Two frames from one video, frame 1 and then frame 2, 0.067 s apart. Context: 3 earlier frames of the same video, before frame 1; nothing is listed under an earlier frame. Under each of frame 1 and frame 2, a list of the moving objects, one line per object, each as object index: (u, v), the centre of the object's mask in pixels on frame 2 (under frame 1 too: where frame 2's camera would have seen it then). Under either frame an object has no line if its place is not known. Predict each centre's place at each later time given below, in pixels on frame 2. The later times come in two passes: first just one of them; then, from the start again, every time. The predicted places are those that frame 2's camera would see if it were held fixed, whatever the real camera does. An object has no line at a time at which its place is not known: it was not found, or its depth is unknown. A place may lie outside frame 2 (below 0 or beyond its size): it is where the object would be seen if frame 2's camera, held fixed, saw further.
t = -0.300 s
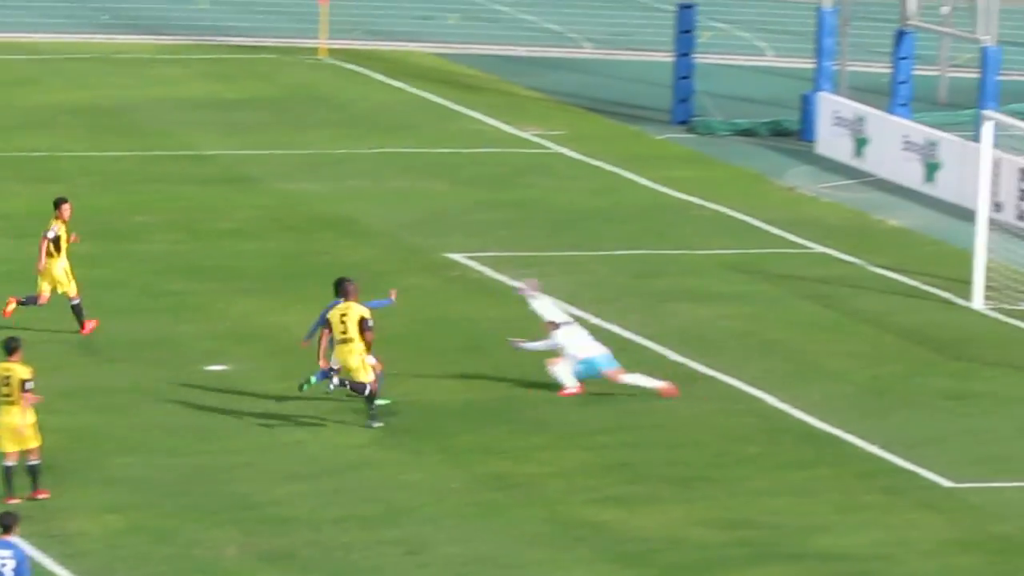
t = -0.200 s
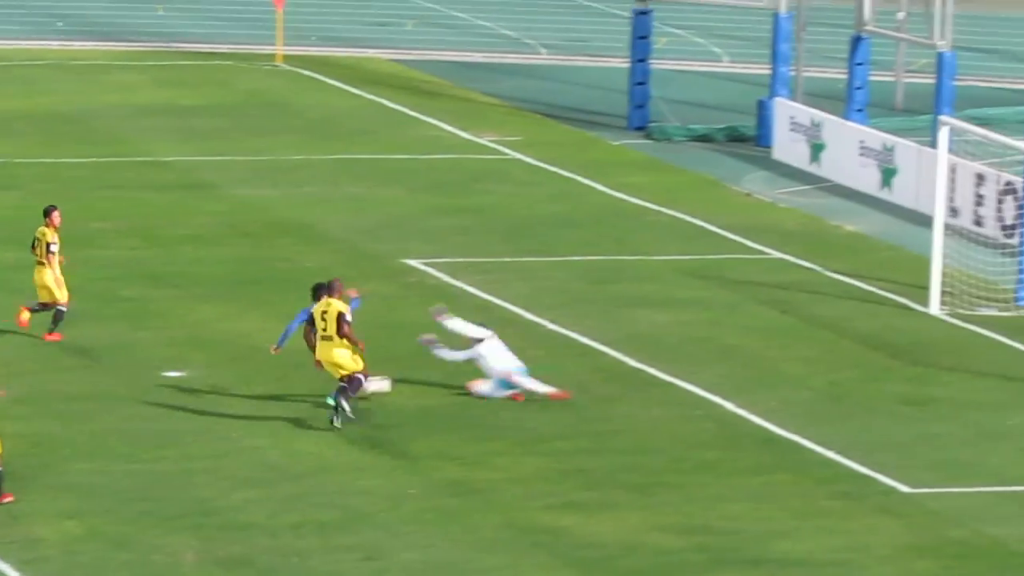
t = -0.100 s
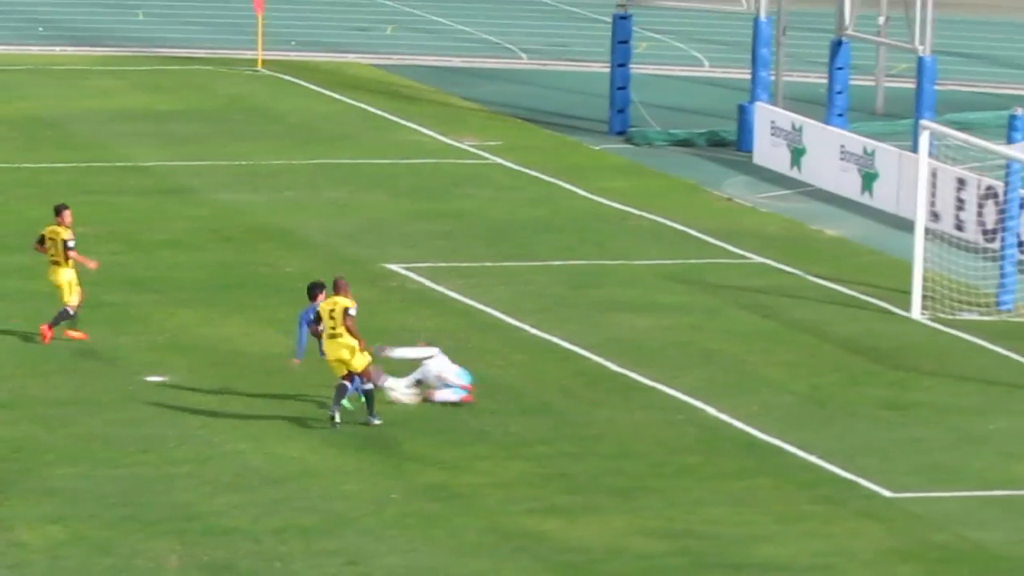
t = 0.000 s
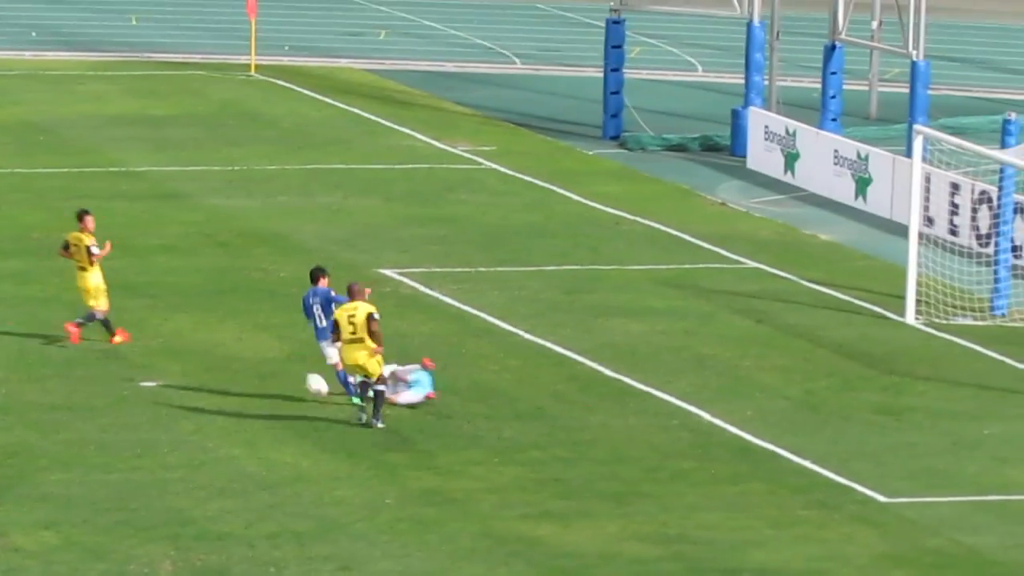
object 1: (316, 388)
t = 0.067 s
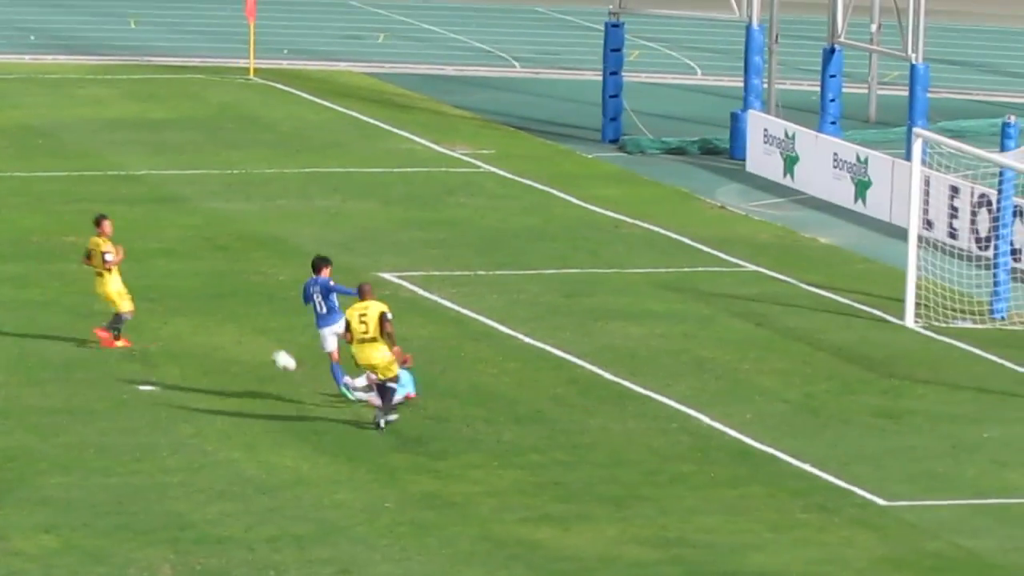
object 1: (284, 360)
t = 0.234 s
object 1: (210, 308)
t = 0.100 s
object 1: (269, 347)
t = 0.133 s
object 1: (254, 336)
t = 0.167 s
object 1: (240, 325)
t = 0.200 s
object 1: (225, 317)
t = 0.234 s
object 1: (210, 308)
